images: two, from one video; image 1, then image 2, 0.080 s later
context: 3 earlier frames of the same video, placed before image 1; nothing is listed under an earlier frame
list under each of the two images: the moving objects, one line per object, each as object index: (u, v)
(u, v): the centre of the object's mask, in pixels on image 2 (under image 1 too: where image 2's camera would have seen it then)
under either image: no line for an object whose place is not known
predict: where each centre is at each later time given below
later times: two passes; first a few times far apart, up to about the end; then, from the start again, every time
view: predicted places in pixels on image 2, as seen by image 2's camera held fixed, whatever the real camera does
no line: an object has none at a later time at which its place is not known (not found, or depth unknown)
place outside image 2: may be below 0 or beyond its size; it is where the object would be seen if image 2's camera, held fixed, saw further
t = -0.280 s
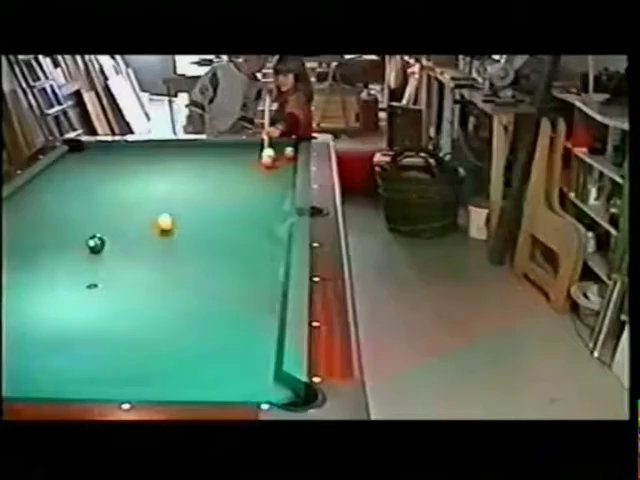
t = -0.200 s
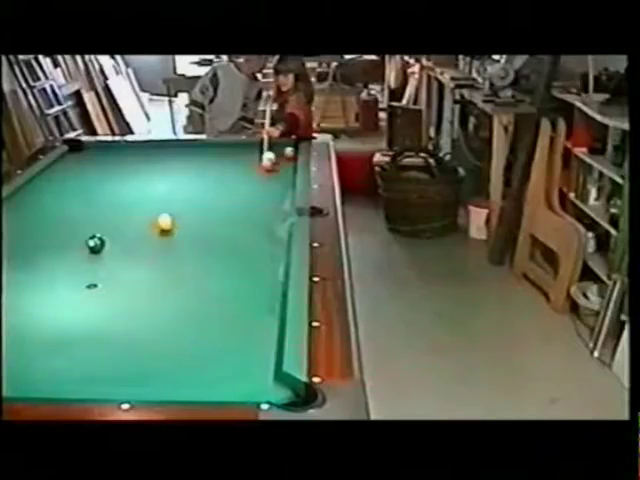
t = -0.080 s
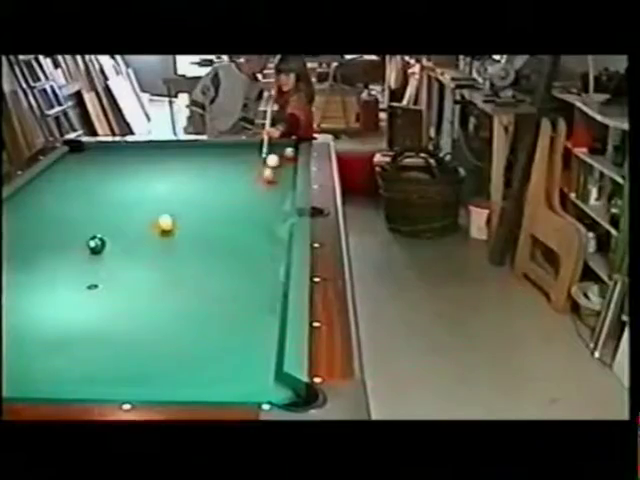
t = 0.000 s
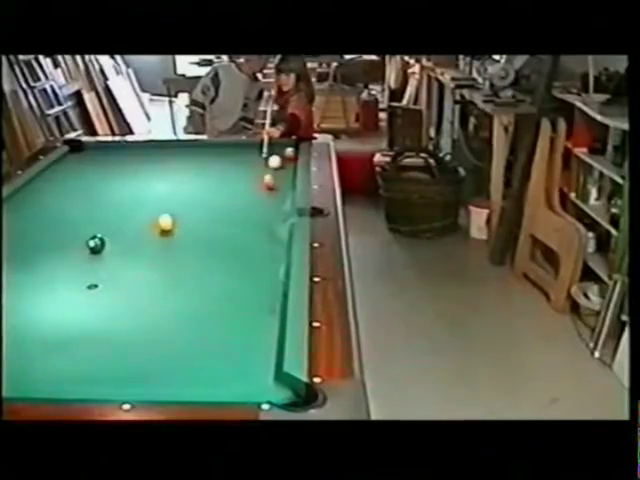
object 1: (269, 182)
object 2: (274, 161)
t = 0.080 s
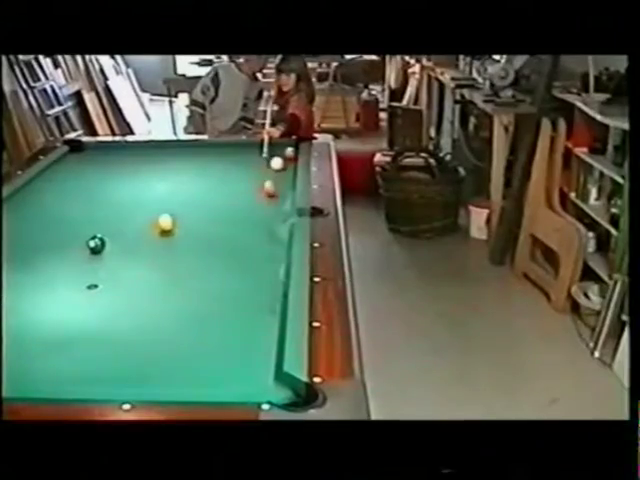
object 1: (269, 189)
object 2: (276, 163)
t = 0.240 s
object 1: (270, 204)
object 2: (281, 166)
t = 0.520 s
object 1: (272, 235)
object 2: (289, 171)
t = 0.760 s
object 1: (275, 266)
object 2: (287, 175)
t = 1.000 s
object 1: (276, 305)
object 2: (282, 179)
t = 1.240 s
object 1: (267, 353)
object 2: (277, 183)
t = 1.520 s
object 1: (290, 401)
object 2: (271, 188)
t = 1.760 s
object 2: (266, 191)
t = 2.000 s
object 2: (262, 196)
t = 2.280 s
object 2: (257, 200)
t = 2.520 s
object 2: (254, 204)
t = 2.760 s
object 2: (251, 207)
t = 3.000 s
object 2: (249, 210)
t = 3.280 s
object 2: (246, 213)
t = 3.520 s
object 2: (245, 215)
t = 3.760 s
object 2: (243, 217)
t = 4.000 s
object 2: (242, 218)
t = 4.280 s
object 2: (240, 220)
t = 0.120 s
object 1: (269, 192)
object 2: (278, 164)
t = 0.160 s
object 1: (270, 196)
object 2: (278, 164)
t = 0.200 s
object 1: (270, 200)
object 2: (280, 165)
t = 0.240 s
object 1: (270, 204)
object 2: (281, 166)
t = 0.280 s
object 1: (271, 208)
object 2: (282, 167)
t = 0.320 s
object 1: (272, 212)
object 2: (283, 167)
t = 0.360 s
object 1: (271, 216)
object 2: (284, 168)
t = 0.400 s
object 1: (271, 220)
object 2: (285, 168)
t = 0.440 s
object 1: (272, 225)
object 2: (287, 169)
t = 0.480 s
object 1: (272, 230)
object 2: (287, 170)
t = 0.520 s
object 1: (272, 235)
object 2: (289, 171)
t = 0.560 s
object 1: (273, 239)
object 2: (289, 172)
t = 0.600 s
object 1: (273, 244)
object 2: (289, 172)
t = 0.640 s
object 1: (273, 249)
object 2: (289, 173)
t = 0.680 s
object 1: (274, 255)
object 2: (288, 174)
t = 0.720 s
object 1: (275, 260)
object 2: (288, 175)
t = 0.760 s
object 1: (275, 266)
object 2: (287, 175)
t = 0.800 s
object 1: (275, 272)
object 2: (286, 176)
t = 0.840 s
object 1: (276, 279)
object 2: (285, 177)
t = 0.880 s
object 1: (276, 285)
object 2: (284, 177)
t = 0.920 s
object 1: (277, 291)
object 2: (283, 178)
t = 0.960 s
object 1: (276, 298)
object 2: (283, 179)
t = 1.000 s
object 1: (276, 305)
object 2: (282, 179)
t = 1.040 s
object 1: (275, 312)
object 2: (281, 180)
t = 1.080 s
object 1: (274, 320)
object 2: (280, 181)
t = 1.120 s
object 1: (272, 327)
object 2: (279, 181)
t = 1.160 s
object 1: (270, 336)
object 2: (278, 182)
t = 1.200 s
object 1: (269, 344)
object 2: (278, 182)
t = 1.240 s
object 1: (267, 353)
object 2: (277, 183)
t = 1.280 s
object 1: (265, 363)
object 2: (276, 184)
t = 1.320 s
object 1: (264, 372)
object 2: (275, 184)
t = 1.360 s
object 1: (262, 381)
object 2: (274, 185)
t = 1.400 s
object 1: (262, 388)
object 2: (274, 186)
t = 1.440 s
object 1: (277, 390)
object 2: (273, 186)
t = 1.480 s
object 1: (288, 394)
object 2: (272, 187)
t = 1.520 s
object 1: (290, 401)
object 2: (271, 188)
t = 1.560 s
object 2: (270, 188)
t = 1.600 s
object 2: (269, 189)
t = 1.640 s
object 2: (269, 189)
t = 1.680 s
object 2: (268, 190)
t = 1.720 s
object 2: (267, 191)
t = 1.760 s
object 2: (266, 191)
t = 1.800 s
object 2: (266, 192)
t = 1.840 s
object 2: (265, 193)
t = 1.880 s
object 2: (264, 194)
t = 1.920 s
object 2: (264, 194)
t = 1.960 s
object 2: (263, 195)
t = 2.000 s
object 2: (262, 196)
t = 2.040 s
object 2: (261, 196)
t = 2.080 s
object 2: (260, 197)
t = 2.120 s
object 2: (260, 198)
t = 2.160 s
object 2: (259, 198)
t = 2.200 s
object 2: (259, 199)
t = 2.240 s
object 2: (258, 200)
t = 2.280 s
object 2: (257, 200)
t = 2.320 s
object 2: (257, 201)
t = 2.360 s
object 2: (256, 201)
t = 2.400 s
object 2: (256, 202)
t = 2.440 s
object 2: (255, 203)
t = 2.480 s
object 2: (254, 203)
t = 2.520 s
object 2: (254, 204)
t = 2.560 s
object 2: (253, 204)
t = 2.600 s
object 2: (253, 205)
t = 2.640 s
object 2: (253, 206)
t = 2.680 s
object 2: (252, 206)
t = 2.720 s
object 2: (252, 206)
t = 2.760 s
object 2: (251, 207)
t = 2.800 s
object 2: (251, 207)
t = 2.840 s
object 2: (251, 208)
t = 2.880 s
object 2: (250, 209)
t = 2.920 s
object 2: (250, 209)
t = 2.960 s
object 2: (250, 210)
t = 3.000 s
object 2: (249, 210)
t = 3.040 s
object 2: (249, 211)
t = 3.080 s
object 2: (248, 211)
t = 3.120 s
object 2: (248, 211)
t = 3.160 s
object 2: (248, 212)
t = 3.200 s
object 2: (247, 212)
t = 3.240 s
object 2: (246, 213)
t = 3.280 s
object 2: (246, 213)
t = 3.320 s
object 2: (246, 213)
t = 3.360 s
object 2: (246, 214)
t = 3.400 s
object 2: (245, 214)
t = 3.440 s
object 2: (245, 214)
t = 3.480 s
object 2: (245, 215)
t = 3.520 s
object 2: (245, 215)
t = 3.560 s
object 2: (244, 215)
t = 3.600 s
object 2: (244, 216)
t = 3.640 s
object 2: (244, 216)
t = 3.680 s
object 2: (244, 216)
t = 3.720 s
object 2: (243, 216)
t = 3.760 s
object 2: (243, 217)
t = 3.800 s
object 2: (243, 217)
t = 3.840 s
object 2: (242, 218)
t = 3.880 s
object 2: (242, 218)
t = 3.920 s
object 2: (242, 218)
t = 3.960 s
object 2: (242, 218)
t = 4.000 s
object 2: (242, 218)
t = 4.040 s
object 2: (242, 219)
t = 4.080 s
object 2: (241, 219)
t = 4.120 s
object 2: (241, 219)
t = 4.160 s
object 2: (241, 219)
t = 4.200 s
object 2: (241, 220)
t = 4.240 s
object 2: (240, 220)
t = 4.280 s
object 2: (240, 220)
